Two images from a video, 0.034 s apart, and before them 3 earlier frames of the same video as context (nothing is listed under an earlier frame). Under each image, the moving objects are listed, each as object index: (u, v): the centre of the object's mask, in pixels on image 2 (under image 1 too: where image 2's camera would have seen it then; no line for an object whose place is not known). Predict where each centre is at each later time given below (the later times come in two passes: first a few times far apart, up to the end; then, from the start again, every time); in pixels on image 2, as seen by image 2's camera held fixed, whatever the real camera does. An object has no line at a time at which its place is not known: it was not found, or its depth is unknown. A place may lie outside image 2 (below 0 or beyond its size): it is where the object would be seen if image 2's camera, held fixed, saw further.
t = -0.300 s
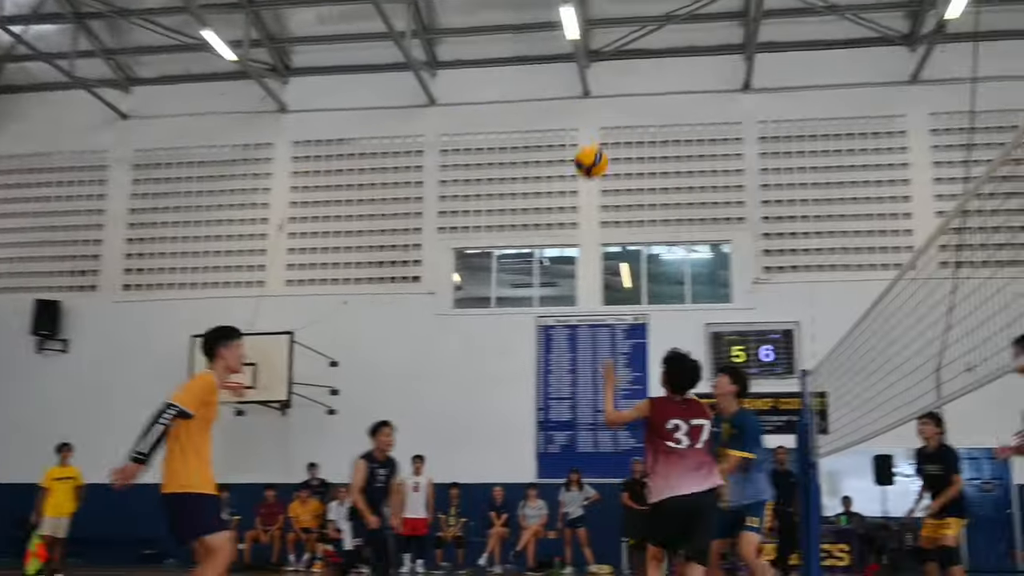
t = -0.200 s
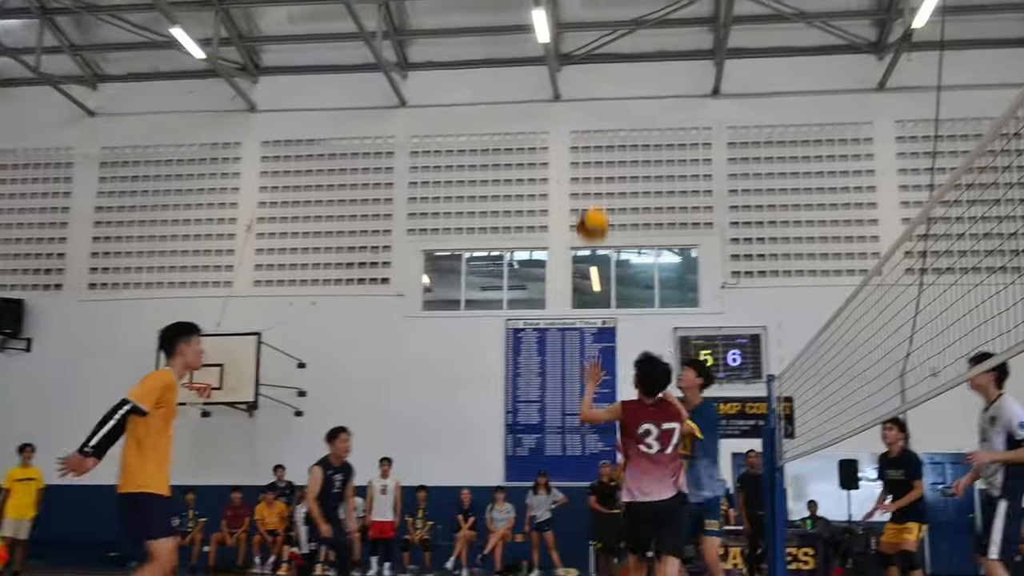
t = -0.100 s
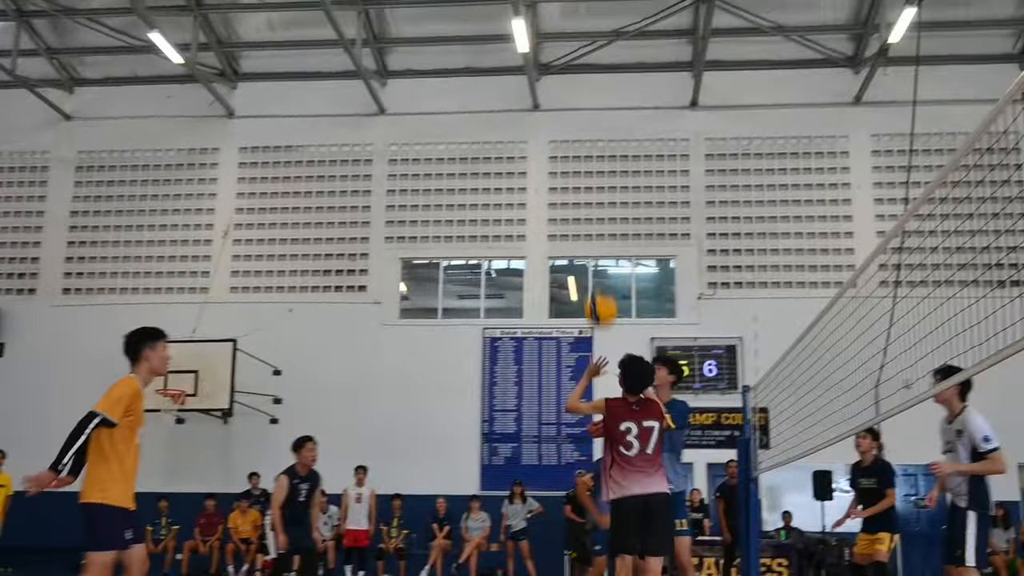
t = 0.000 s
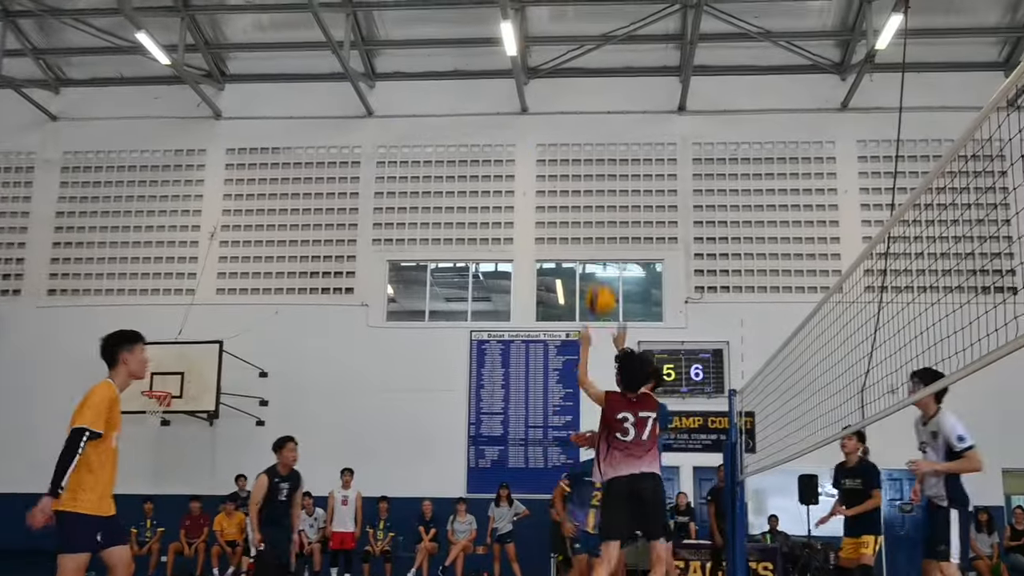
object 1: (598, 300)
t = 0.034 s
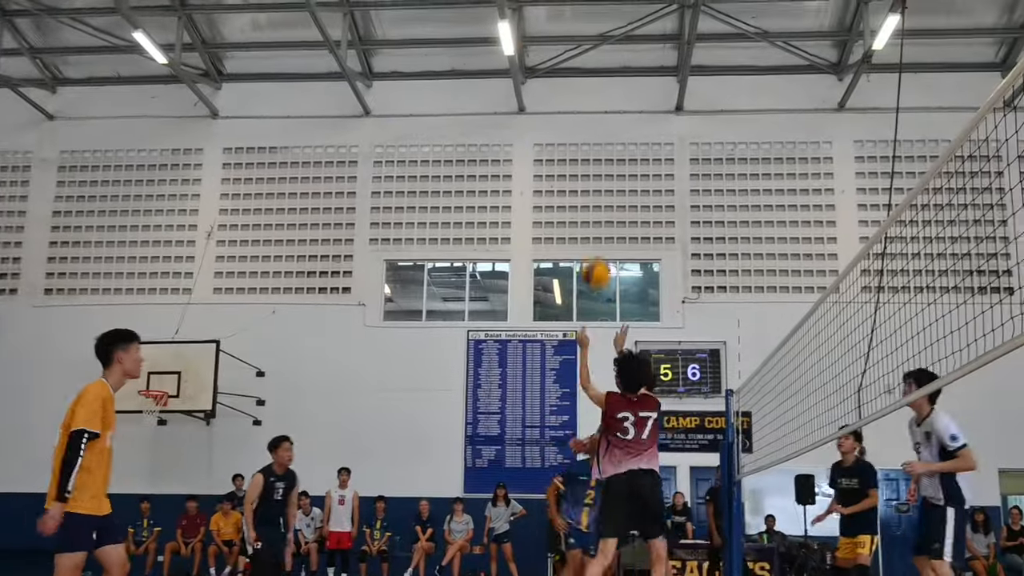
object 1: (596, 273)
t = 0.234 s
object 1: (588, 168)
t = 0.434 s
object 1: (584, 131)
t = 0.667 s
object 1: (578, 144)
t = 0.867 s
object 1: (574, 192)
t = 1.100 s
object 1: (569, 281)
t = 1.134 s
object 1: (569, 298)
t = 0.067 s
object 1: (594, 248)
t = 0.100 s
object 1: (593, 229)
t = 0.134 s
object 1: (591, 209)
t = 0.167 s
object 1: (591, 193)
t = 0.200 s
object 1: (589, 180)
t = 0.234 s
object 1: (588, 168)
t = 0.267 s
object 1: (587, 157)
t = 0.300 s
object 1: (587, 149)
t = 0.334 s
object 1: (586, 142)
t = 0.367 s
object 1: (585, 137)
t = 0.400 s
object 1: (585, 133)
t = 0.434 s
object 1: (584, 131)
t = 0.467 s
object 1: (583, 129)
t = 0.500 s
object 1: (583, 129)
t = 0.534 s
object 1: (581, 130)
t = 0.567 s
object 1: (581, 132)
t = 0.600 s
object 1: (580, 135)
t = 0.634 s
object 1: (579, 139)
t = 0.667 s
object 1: (578, 144)
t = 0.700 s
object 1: (578, 150)
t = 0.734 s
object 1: (577, 157)
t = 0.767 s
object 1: (577, 165)
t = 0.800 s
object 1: (575, 173)
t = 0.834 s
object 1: (574, 182)
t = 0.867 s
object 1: (574, 192)
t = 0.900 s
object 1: (573, 203)
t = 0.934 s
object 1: (572, 215)
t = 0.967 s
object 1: (572, 227)
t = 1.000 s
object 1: (571, 240)
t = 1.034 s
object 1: (570, 254)
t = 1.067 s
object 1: (571, 267)
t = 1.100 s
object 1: (569, 281)
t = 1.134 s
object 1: (569, 298)
